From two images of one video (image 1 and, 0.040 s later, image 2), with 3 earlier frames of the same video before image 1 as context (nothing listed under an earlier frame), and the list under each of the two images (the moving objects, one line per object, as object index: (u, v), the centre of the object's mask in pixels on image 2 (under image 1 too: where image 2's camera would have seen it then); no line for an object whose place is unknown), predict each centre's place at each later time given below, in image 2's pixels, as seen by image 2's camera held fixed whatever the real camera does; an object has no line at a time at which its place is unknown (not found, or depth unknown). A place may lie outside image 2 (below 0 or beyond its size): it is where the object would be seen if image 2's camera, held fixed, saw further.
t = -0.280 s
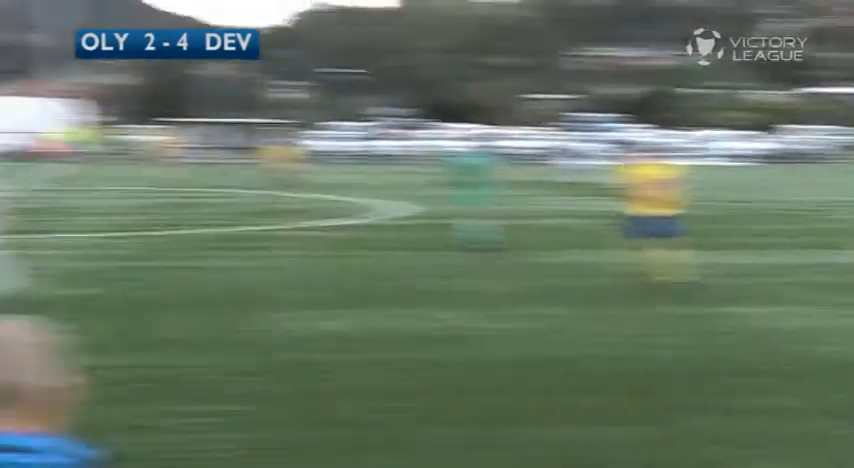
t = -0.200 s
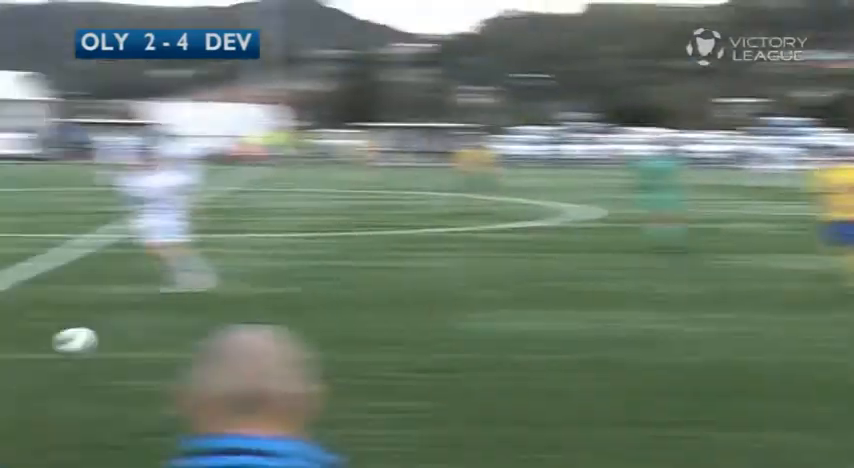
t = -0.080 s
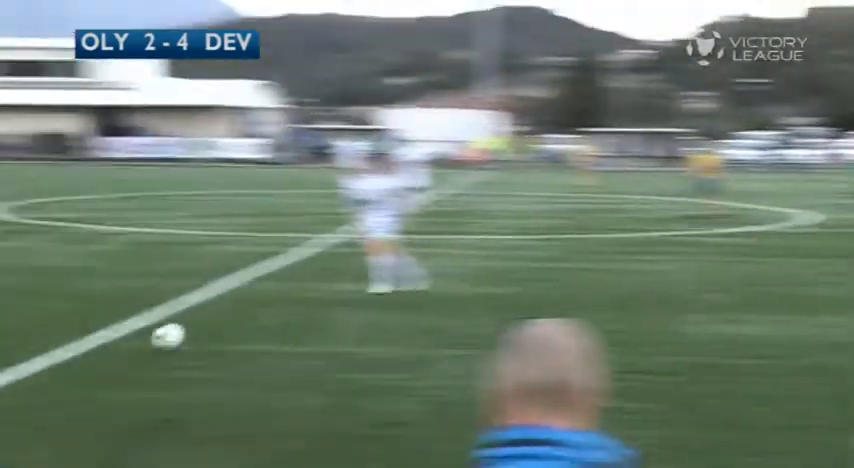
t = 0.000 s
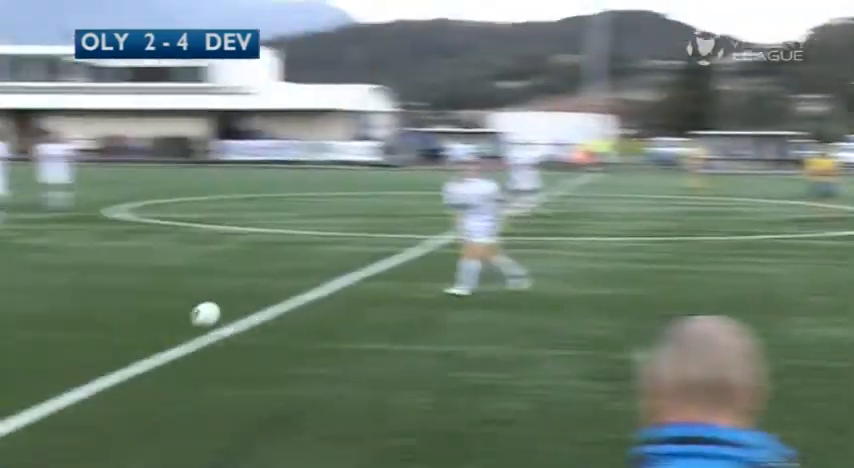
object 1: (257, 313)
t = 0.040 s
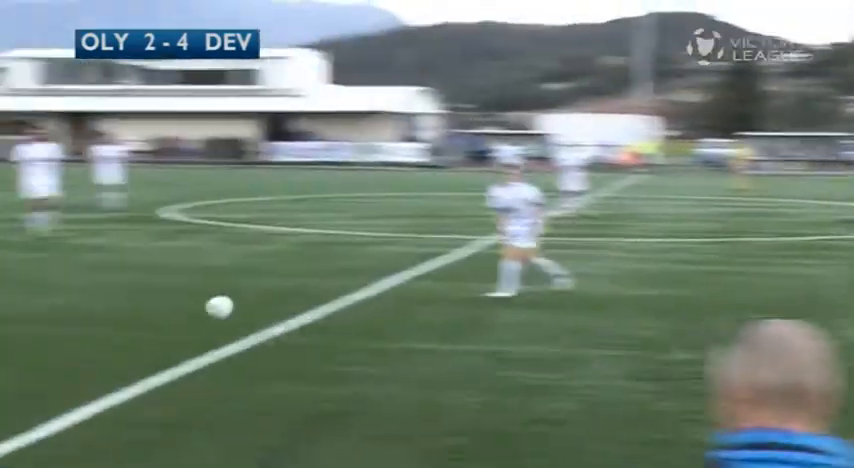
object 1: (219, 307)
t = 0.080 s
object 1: (185, 303)
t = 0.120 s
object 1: (150, 301)
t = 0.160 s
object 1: (118, 301)
